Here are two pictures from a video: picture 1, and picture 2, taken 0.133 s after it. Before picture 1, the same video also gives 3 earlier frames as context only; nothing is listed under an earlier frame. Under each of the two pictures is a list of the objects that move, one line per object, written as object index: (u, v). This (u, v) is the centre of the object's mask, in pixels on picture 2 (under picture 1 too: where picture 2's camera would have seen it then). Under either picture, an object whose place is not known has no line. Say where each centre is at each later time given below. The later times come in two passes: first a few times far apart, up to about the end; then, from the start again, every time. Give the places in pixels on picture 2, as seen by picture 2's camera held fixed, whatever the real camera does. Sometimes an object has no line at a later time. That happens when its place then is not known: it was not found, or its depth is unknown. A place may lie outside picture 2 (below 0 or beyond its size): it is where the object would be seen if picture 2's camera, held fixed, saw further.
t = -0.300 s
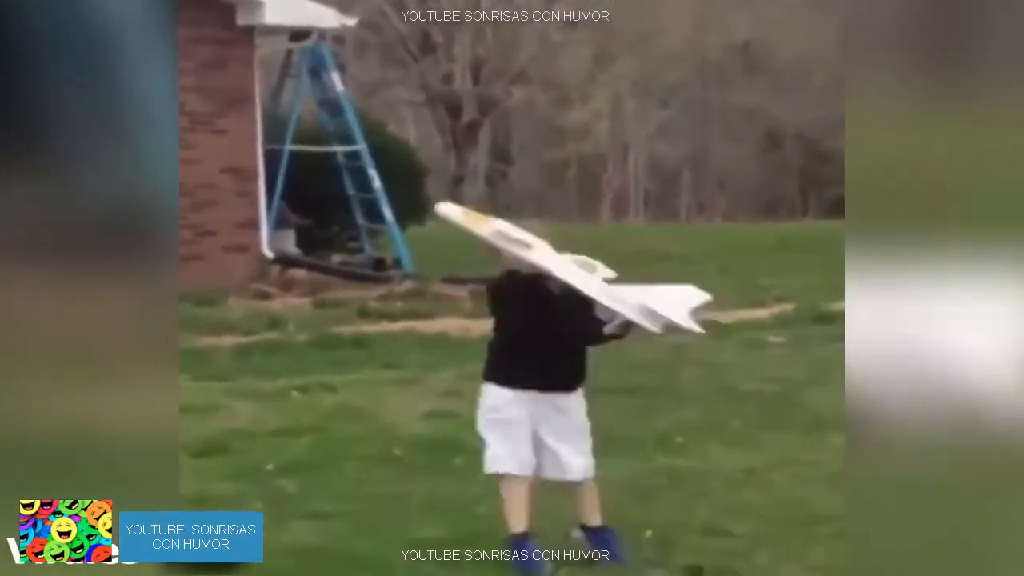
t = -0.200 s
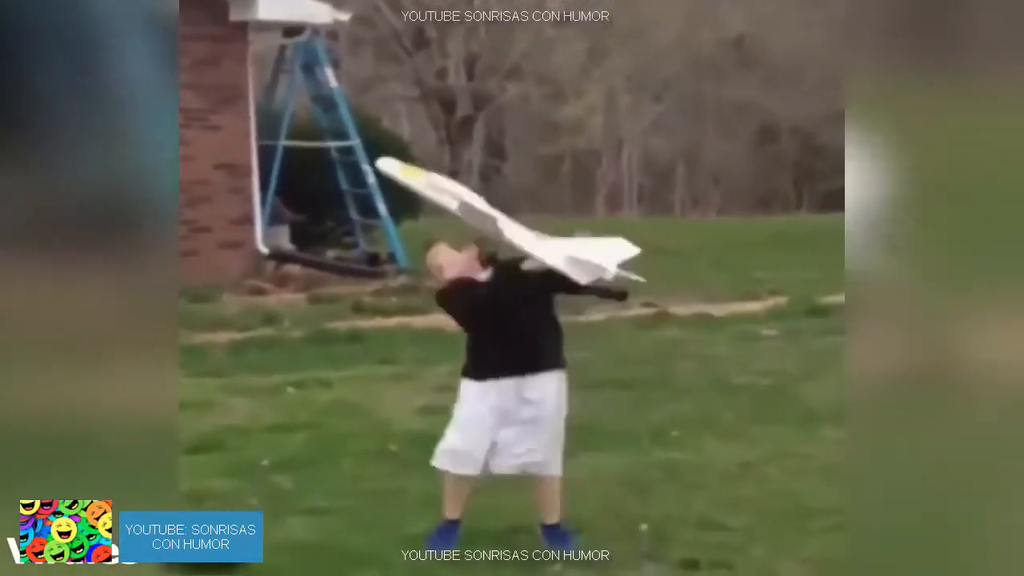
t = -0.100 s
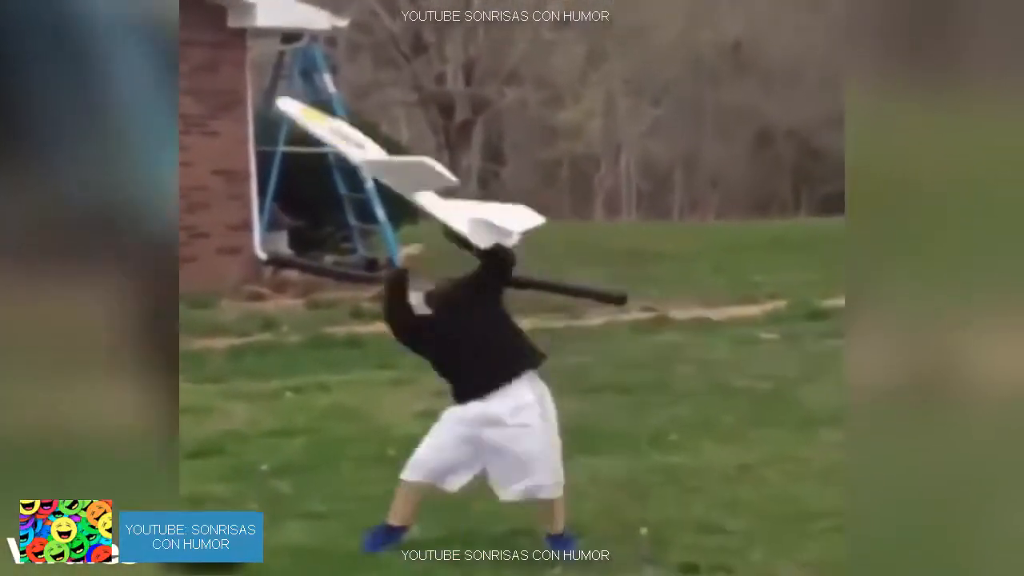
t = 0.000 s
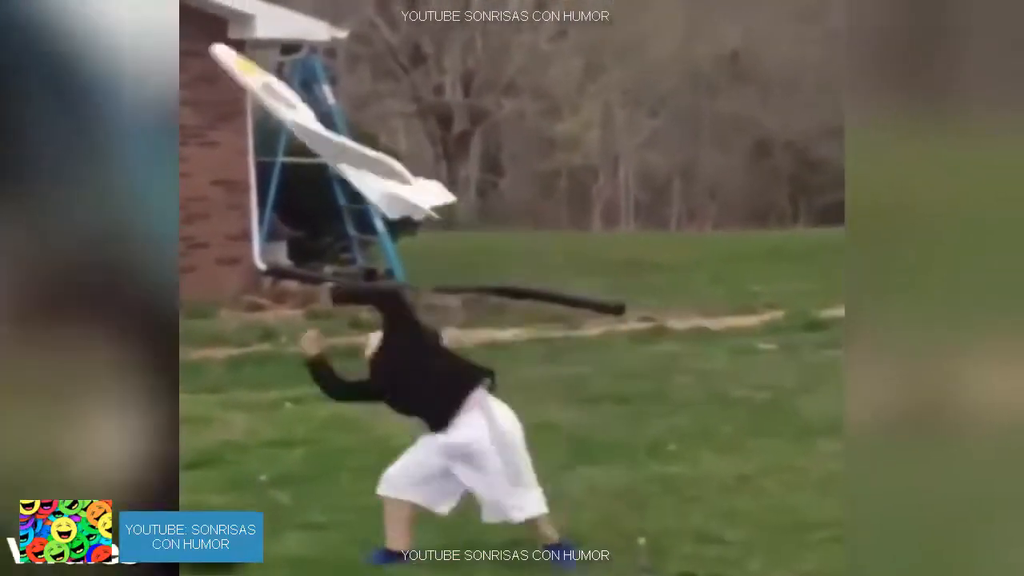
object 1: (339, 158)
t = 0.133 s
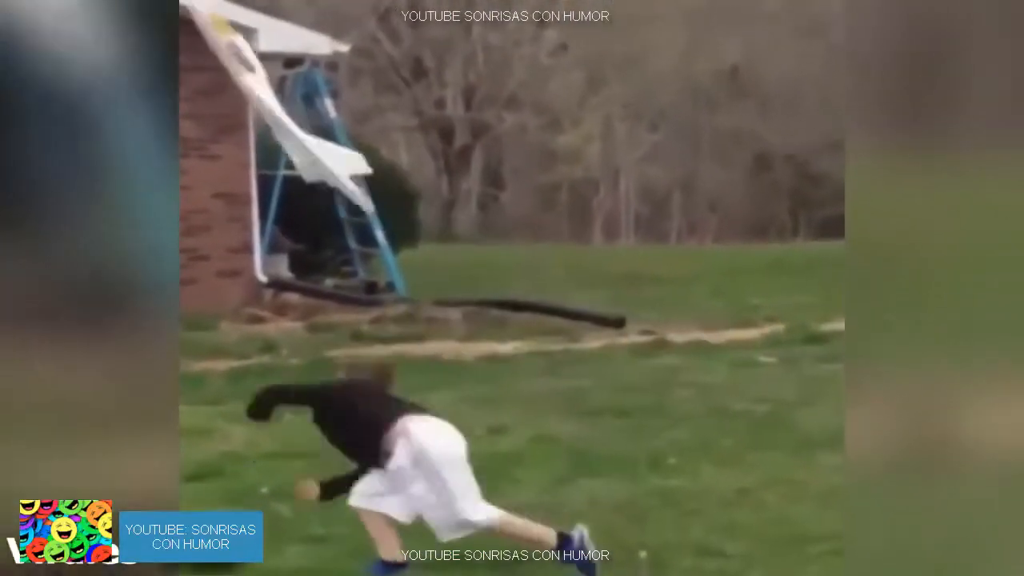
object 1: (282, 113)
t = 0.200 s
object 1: (271, 102)
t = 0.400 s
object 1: (285, 119)
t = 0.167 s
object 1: (275, 105)
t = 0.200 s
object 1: (271, 102)
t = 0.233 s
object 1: (269, 100)
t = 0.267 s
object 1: (269, 101)
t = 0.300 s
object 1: (272, 104)
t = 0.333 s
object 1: (275, 109)
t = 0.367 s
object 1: (280, 114)
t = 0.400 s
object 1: (285, 119)
